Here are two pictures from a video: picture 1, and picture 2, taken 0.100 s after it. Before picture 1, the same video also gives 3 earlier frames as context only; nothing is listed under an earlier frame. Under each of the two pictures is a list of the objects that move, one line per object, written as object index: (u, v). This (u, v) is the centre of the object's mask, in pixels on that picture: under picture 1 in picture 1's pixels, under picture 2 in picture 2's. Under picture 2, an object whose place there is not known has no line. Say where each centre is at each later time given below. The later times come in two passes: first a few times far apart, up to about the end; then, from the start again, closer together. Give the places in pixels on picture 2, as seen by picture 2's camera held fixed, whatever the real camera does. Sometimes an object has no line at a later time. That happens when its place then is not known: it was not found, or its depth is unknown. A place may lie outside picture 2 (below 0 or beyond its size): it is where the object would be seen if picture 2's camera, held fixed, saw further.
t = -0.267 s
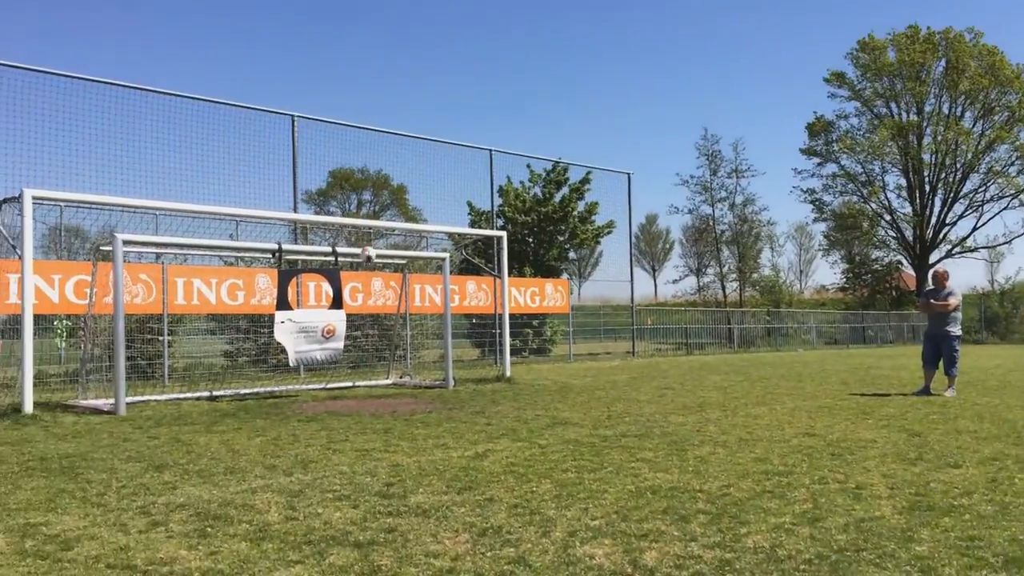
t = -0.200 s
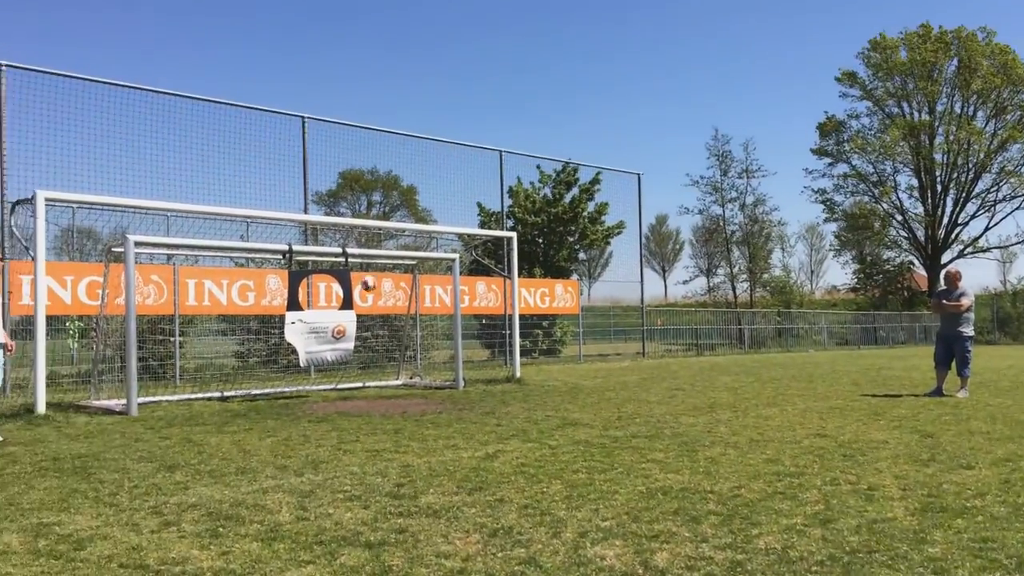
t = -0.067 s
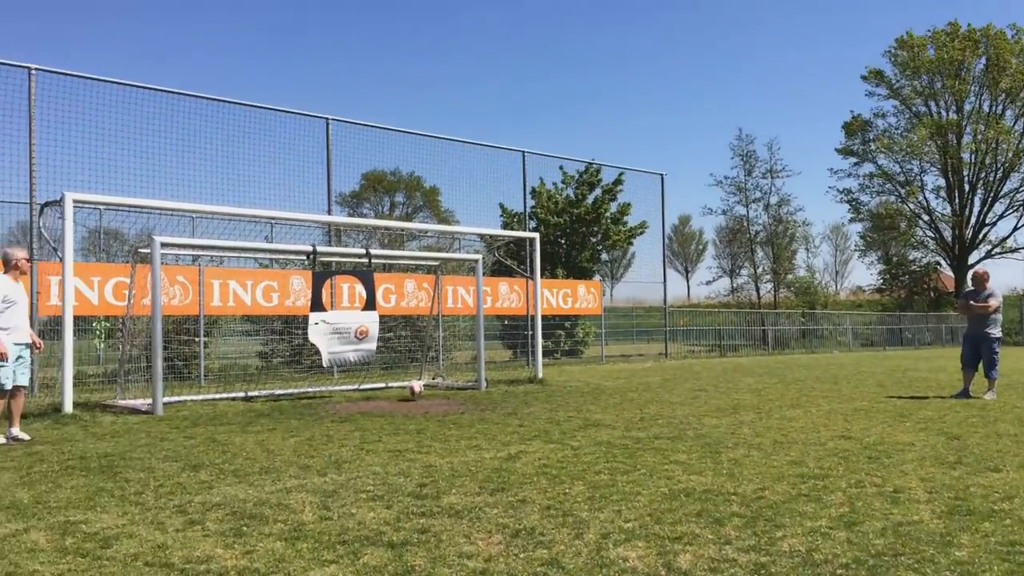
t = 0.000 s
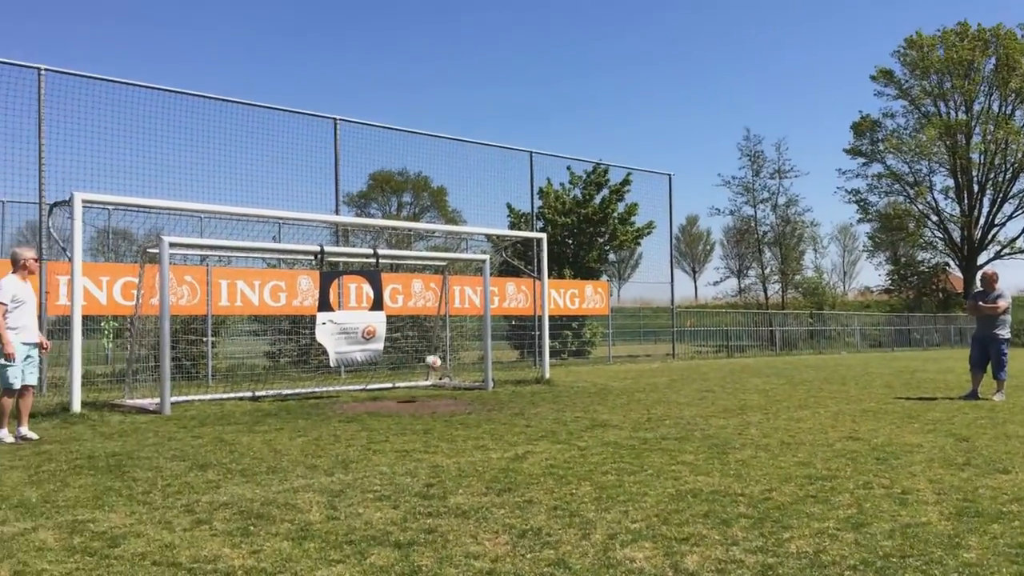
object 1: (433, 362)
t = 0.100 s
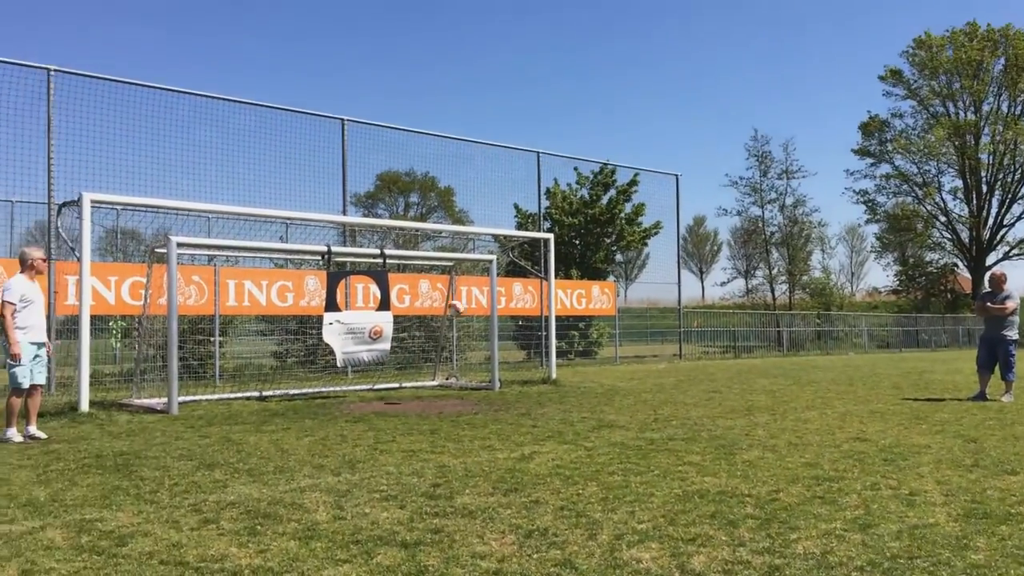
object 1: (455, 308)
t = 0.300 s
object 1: (491, 217)
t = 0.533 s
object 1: (532, 143)
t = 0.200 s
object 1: (474, 257)
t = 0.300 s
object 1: (491, 217)
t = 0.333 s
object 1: (496, 204)
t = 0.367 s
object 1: (503, 192)
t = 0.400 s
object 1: (509, 181)
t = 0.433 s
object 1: (515, 171)
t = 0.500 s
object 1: (526, 151)
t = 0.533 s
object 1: (532, 143)
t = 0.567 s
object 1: (539, 136)
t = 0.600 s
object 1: (545, 129)
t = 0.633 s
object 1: (551, 123)
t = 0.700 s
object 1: (564, 113)
